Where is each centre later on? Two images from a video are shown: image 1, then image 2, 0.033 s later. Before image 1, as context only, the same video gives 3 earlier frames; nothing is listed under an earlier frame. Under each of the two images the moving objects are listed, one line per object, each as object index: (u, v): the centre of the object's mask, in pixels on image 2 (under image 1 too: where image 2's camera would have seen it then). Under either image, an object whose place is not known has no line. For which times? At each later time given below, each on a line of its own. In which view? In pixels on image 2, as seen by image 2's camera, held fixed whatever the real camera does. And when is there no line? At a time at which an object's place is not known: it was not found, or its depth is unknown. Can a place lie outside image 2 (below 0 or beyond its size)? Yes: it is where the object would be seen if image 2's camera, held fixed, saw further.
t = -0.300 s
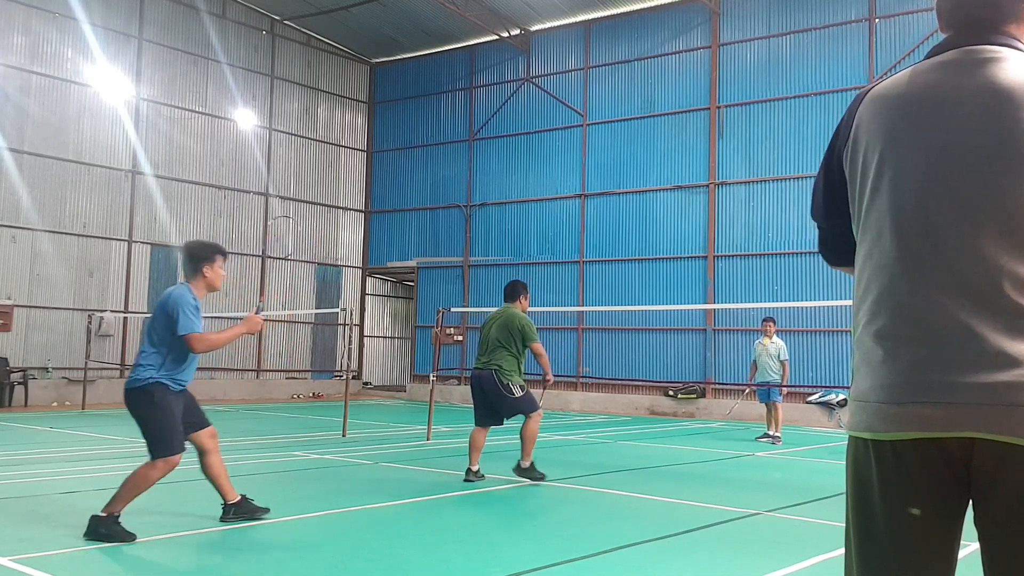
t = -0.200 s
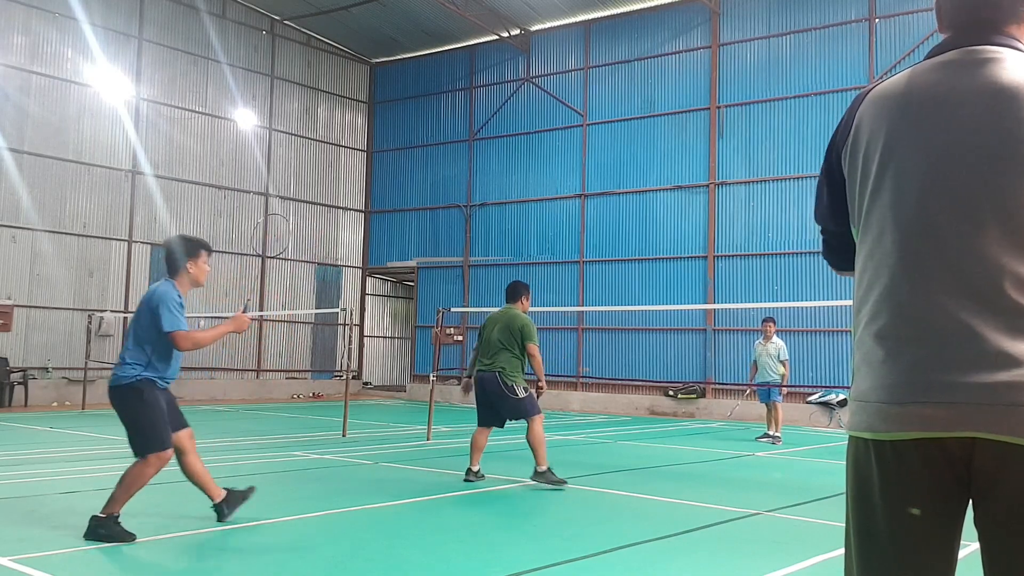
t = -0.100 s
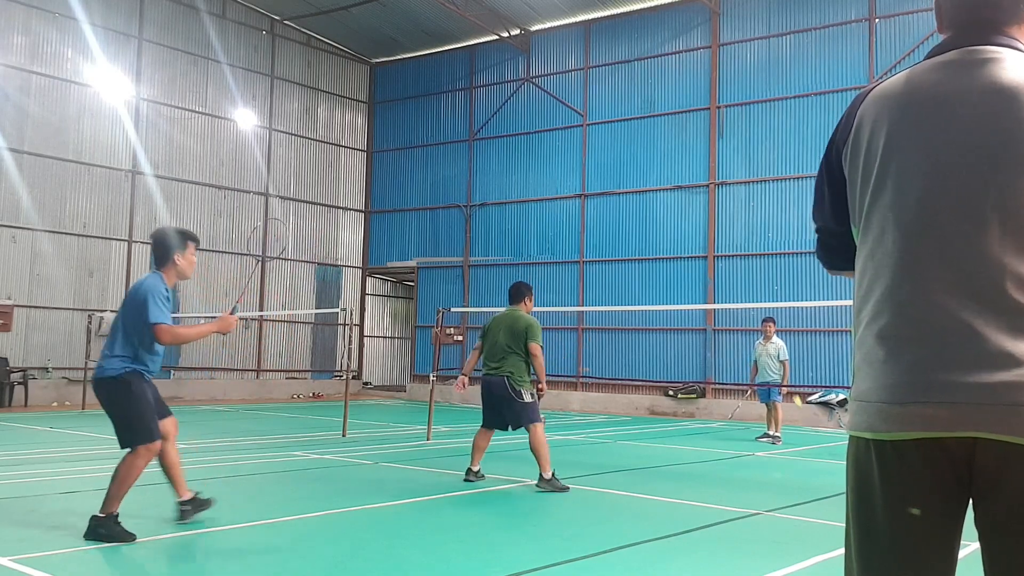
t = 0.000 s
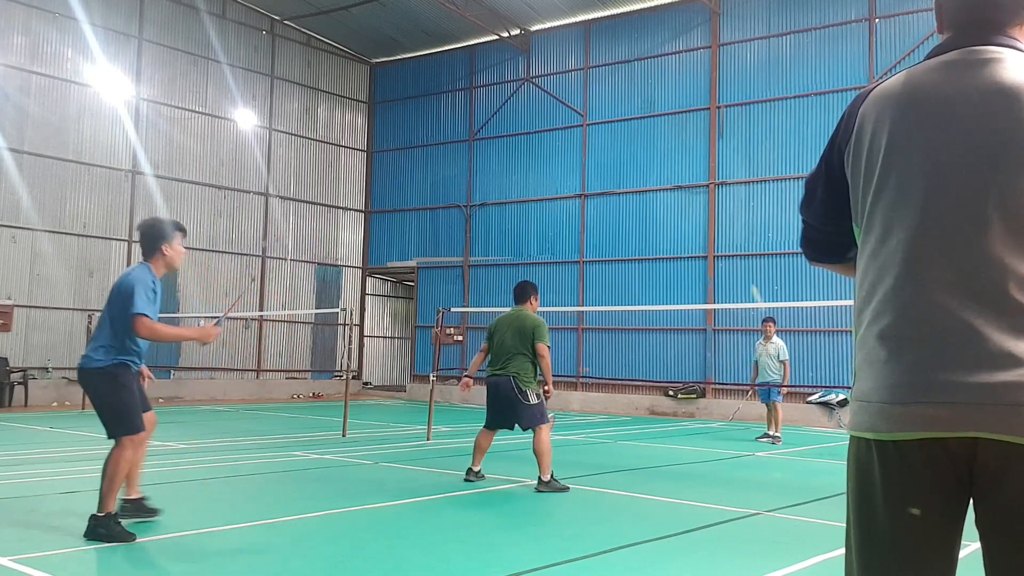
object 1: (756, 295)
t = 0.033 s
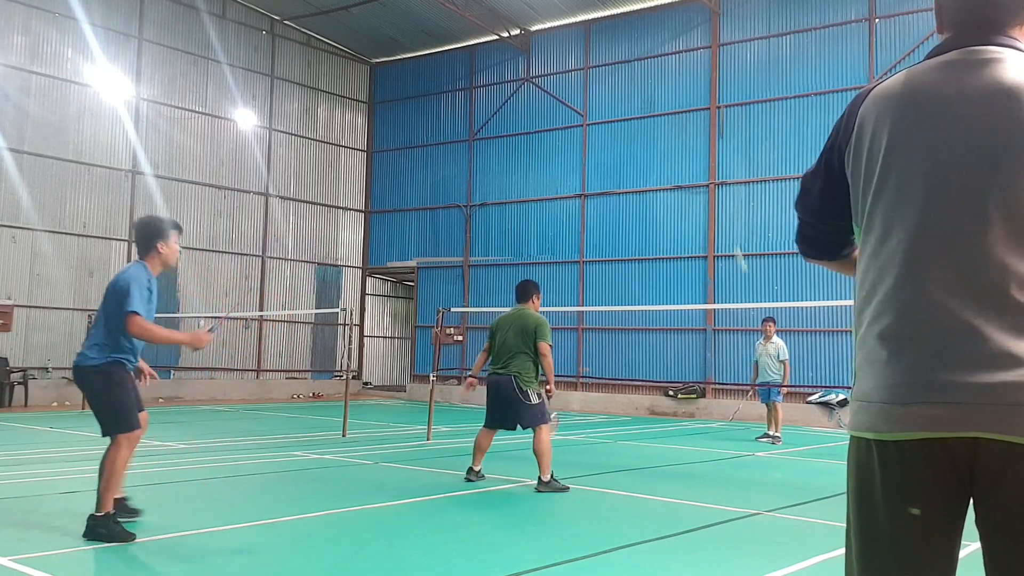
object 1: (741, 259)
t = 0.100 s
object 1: (710, 189)
